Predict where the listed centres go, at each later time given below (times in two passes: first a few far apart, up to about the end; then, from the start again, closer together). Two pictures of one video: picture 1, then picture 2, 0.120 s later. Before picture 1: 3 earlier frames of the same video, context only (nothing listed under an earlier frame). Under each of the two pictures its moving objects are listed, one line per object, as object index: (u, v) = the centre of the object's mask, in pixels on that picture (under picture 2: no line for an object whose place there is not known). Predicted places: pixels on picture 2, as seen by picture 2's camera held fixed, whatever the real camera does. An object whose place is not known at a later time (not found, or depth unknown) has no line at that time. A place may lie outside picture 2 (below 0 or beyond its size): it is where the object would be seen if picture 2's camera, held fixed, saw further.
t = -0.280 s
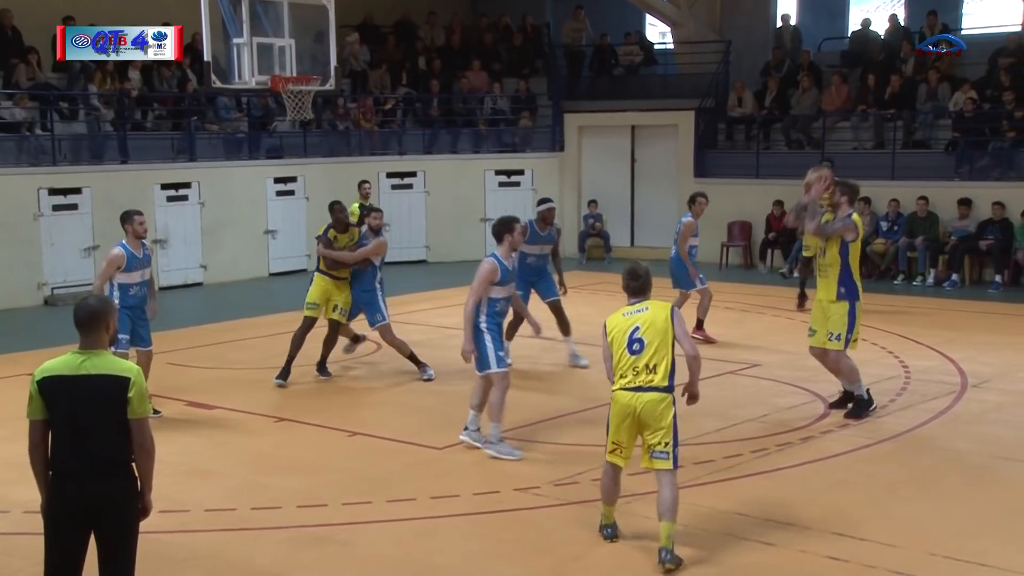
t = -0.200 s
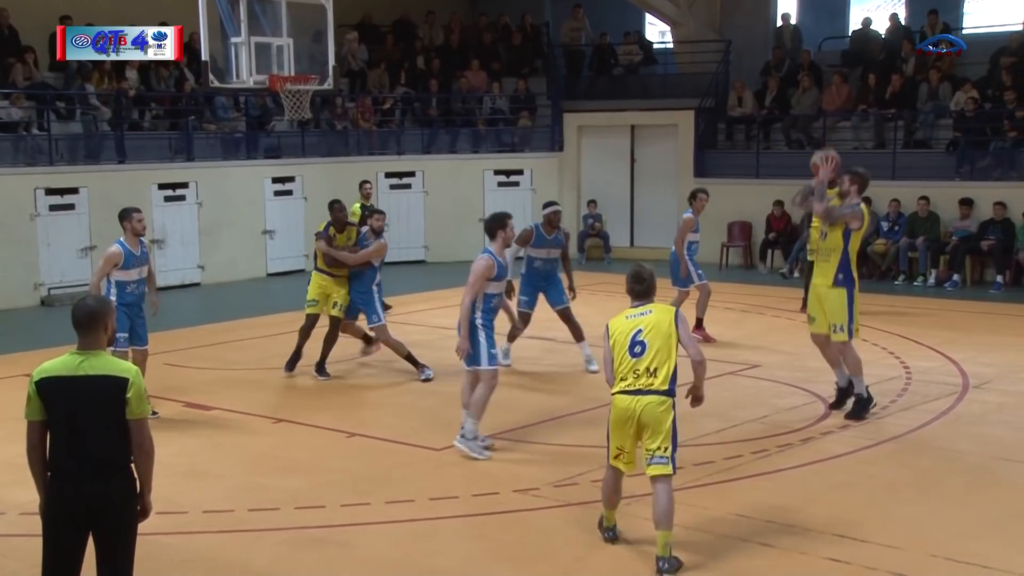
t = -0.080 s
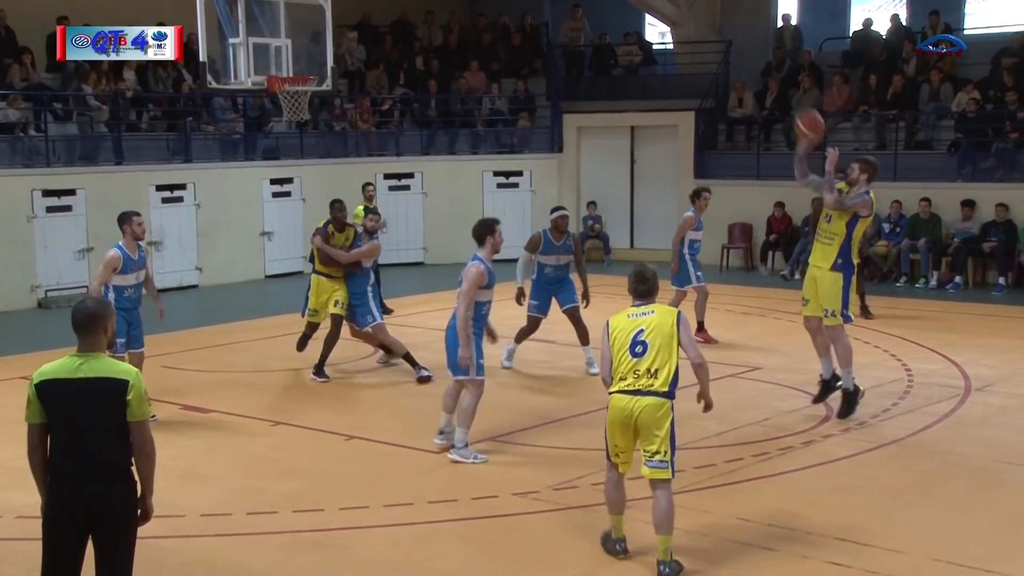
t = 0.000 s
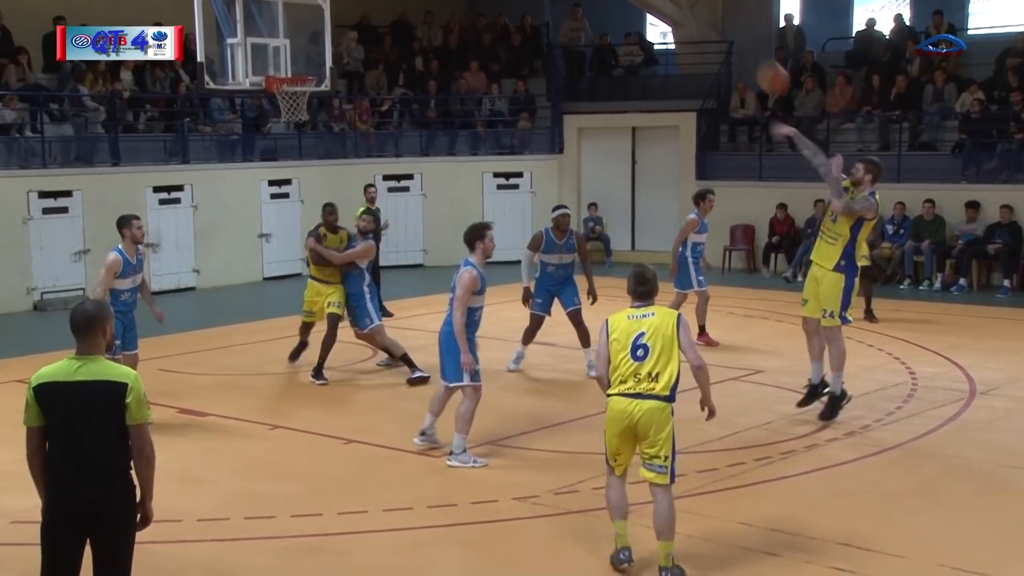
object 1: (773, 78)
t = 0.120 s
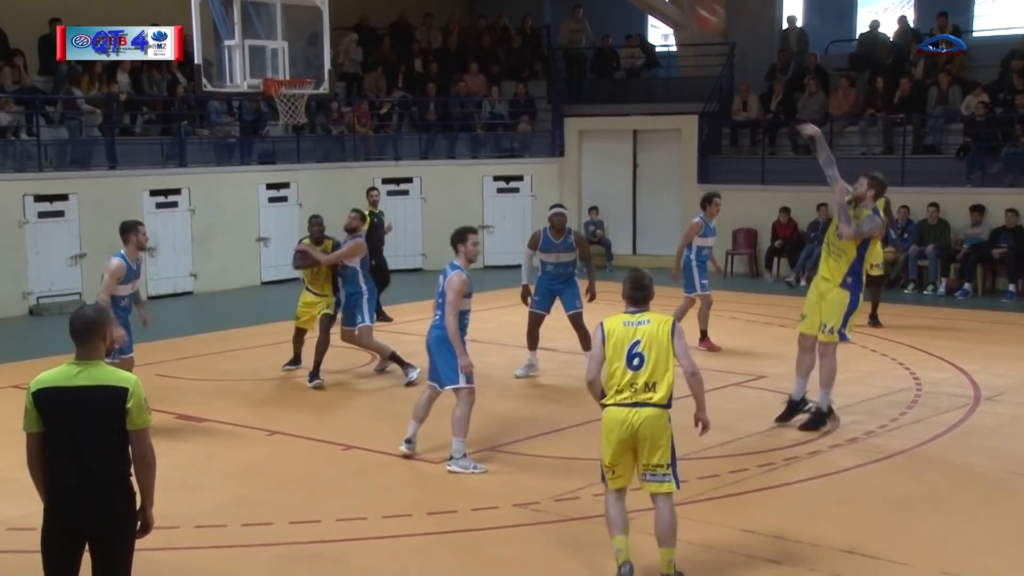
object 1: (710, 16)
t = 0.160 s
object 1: (686, 4)
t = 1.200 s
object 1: (276, 116)
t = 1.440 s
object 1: (252, 191)
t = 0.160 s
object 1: (686, 4)
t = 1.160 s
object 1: (280, 108)
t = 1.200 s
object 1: (276, 116)
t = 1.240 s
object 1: (272, 125)
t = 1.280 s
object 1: (266, 137)
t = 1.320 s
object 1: (263, 148)
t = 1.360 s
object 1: (260, 160)
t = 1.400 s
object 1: (251, 167)
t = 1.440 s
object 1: (252, 191)
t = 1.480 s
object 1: (243, 201)
